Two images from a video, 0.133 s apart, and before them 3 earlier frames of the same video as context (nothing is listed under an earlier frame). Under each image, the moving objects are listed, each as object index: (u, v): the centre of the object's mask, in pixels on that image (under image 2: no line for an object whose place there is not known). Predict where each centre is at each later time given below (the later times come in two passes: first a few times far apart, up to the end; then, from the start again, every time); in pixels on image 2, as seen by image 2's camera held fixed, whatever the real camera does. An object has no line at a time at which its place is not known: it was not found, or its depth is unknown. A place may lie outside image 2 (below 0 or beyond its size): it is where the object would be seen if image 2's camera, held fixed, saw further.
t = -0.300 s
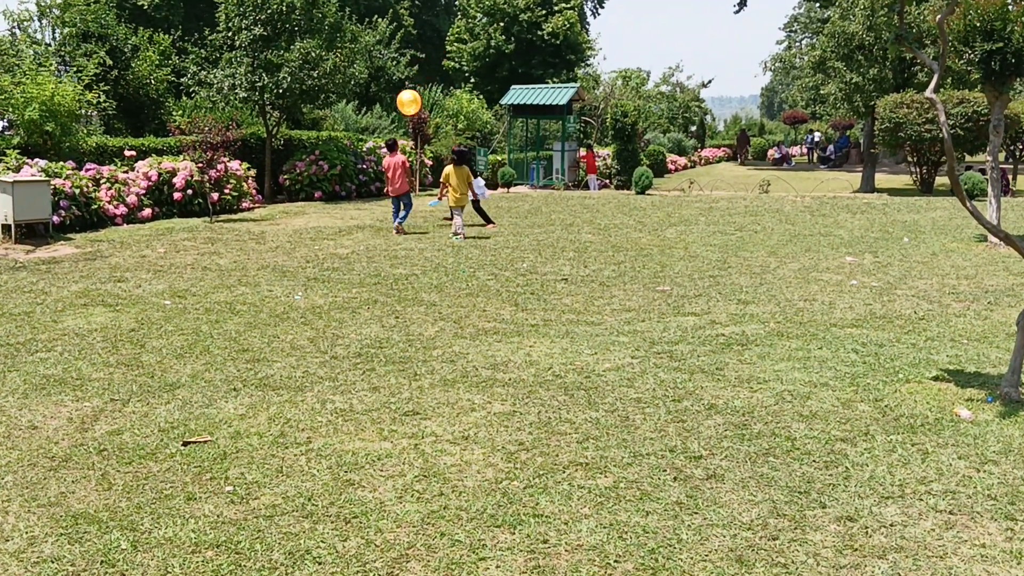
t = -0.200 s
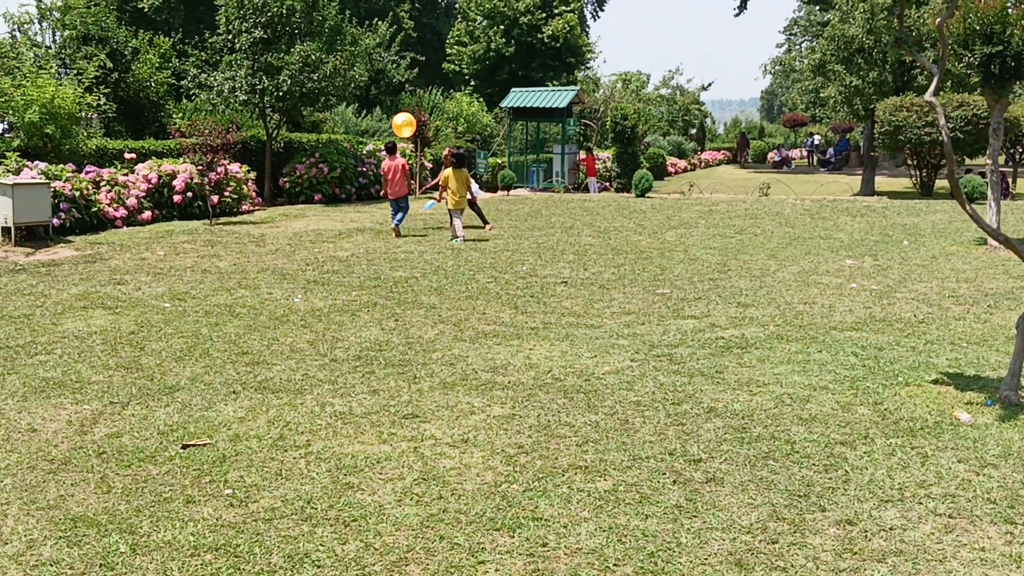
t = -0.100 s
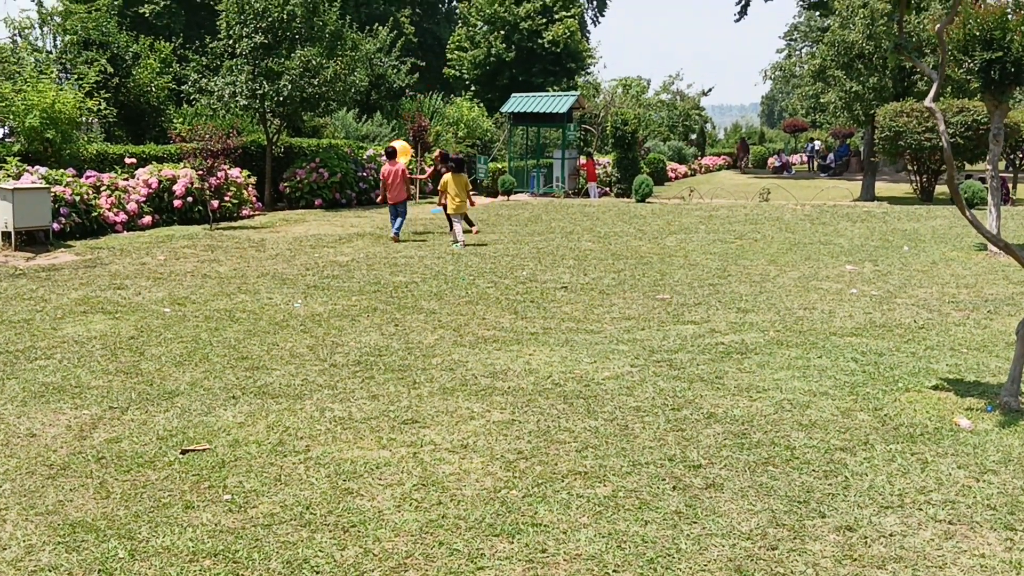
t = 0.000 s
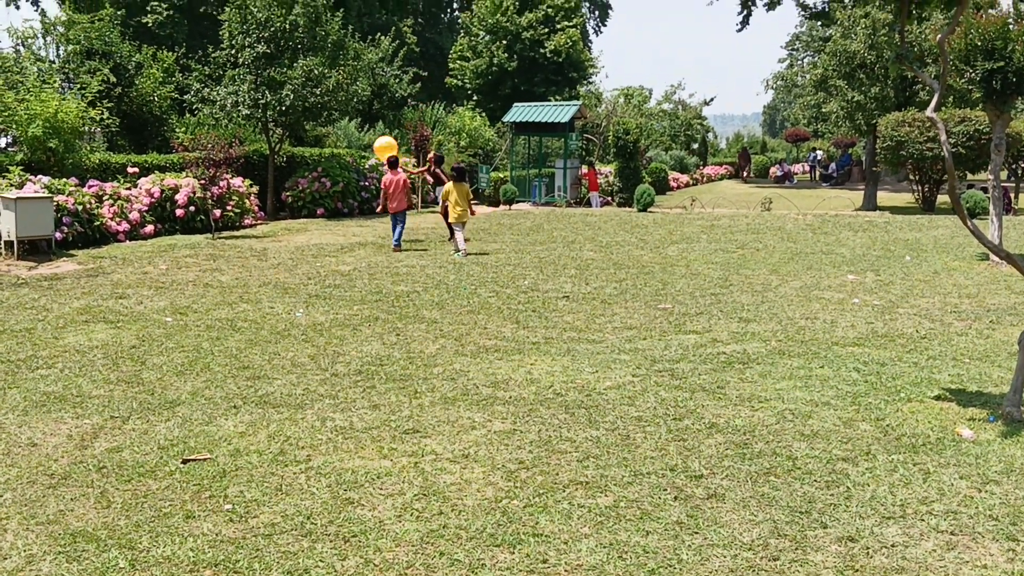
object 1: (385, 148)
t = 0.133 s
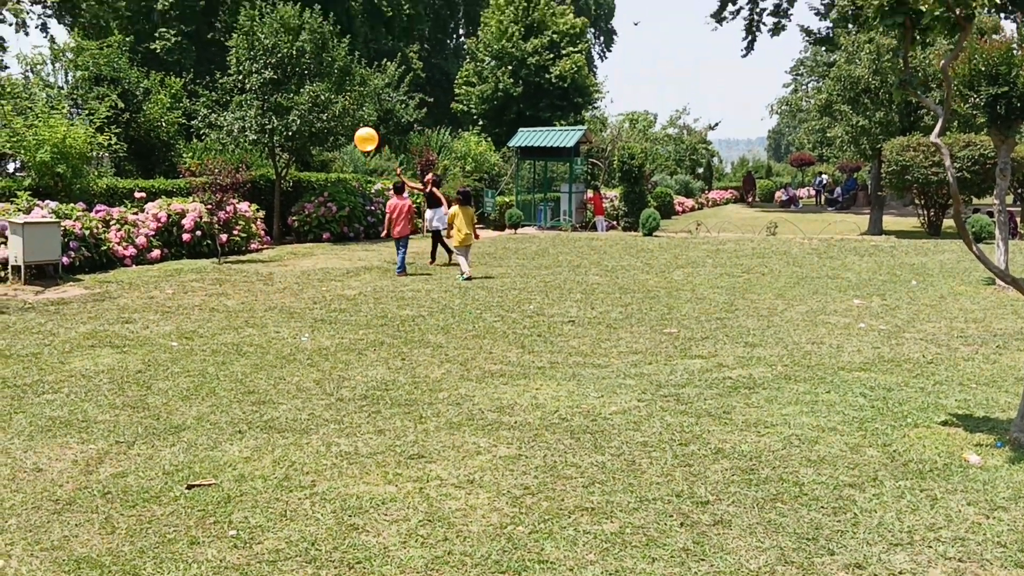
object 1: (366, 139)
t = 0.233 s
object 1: (350, 120)
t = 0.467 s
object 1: (320, 98)
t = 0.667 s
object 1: (299, 100)
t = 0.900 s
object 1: (279, 122)
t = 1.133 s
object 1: (263, 161)
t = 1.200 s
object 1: (258, 174)
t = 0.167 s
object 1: (360, 132)
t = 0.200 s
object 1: (355, 126)
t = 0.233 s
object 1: (350, 120)
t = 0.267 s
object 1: (345, 115)
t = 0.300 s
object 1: (340, 111)
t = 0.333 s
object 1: (336, 107)
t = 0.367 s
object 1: (331, 104)
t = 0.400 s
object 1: (327, 101)
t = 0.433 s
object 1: (323, 99)
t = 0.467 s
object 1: (320, 98)
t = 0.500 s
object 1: (316, 97)
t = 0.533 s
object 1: (312, 97)
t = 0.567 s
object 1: (309, 97)
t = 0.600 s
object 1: (305, 97)
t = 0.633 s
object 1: (302, 98)
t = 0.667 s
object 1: (299, 100)
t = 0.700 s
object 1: (296, 102)
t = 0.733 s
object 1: (293, 104)
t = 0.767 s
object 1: (290, 107)
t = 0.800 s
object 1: (287, 110)
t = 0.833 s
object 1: (285, 114)
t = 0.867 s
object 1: (282, 118)
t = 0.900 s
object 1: (279, 122)
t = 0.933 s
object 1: (277, 126)
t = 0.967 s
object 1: (275, 132)
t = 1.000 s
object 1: (272, 137)
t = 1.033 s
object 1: (270, 143)
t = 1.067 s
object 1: (267, 148)
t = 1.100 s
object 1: (265, 155)
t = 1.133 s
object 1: (263, 161)
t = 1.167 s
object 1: (260, 167)
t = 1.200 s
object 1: (258, 174)
